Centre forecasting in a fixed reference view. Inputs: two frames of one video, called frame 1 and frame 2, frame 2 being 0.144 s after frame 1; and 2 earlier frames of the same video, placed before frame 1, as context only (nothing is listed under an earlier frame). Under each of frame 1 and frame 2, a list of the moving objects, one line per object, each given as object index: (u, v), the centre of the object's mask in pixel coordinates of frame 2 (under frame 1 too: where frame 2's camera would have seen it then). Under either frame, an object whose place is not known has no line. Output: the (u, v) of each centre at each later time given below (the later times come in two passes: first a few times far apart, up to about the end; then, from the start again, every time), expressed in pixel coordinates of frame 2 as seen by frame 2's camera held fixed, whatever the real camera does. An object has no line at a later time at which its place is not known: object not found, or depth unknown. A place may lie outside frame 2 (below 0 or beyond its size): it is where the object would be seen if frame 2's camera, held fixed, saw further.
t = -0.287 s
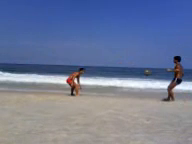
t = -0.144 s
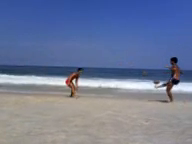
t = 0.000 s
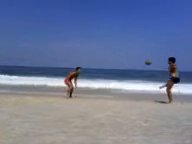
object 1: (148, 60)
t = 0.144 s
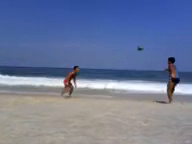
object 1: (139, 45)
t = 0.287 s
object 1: (132, 35)
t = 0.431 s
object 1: (126, 30)
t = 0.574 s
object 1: (119, 28)
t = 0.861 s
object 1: (109, 35)
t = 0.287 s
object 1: (132, 35)
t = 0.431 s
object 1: (126, 30)
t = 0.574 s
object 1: (119, 28)
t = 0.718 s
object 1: (113, 31)
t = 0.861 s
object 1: (109, 35)
